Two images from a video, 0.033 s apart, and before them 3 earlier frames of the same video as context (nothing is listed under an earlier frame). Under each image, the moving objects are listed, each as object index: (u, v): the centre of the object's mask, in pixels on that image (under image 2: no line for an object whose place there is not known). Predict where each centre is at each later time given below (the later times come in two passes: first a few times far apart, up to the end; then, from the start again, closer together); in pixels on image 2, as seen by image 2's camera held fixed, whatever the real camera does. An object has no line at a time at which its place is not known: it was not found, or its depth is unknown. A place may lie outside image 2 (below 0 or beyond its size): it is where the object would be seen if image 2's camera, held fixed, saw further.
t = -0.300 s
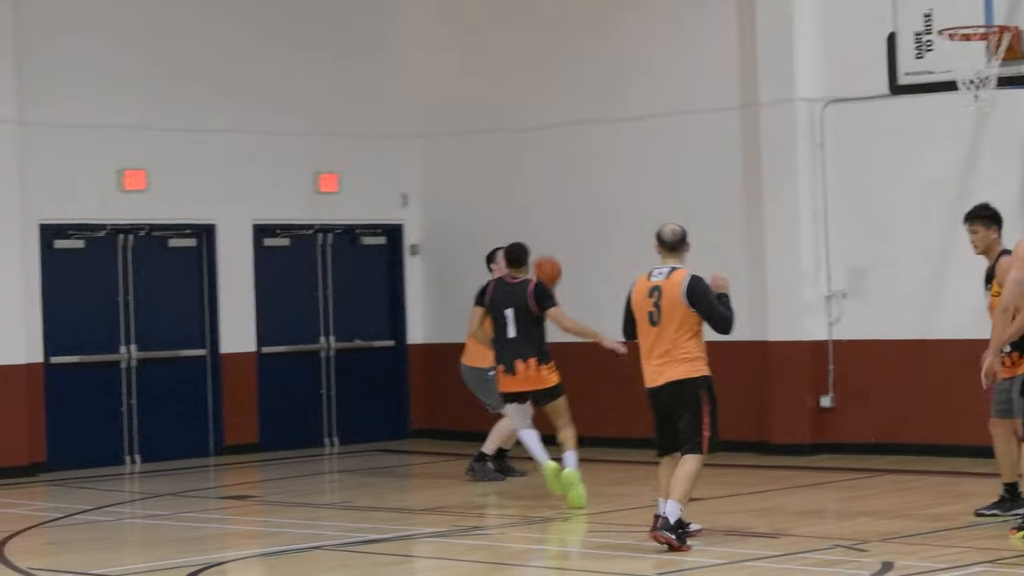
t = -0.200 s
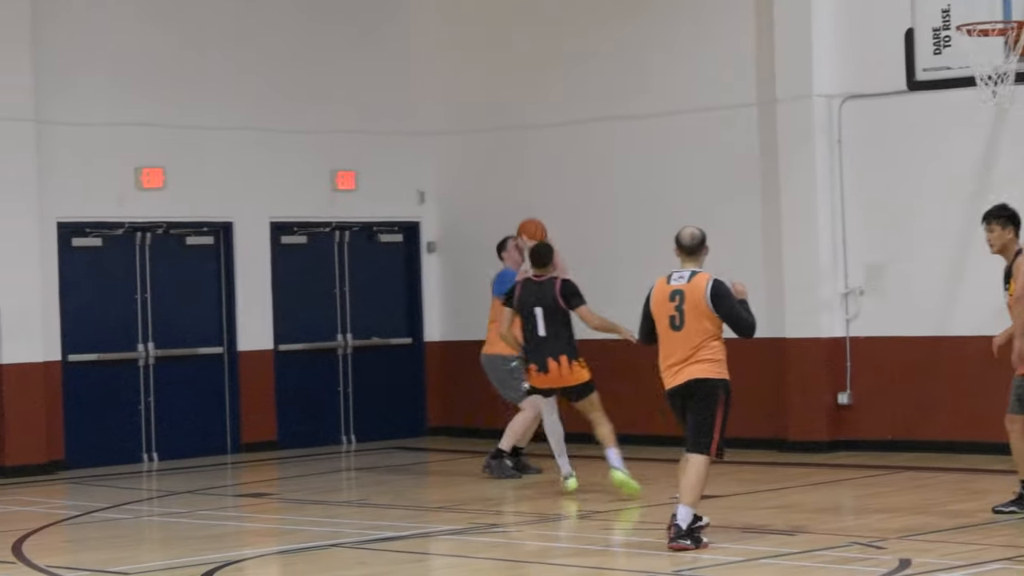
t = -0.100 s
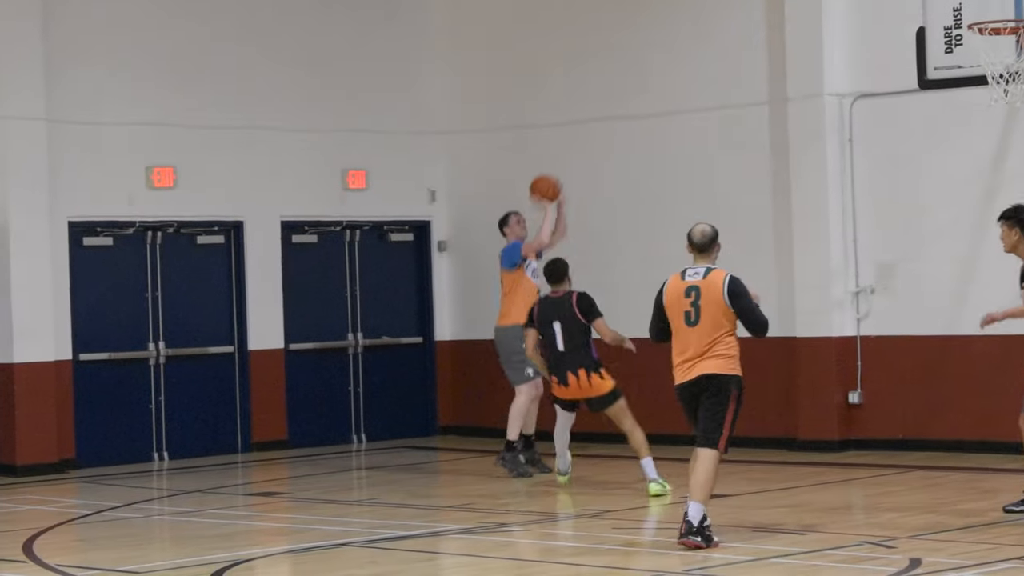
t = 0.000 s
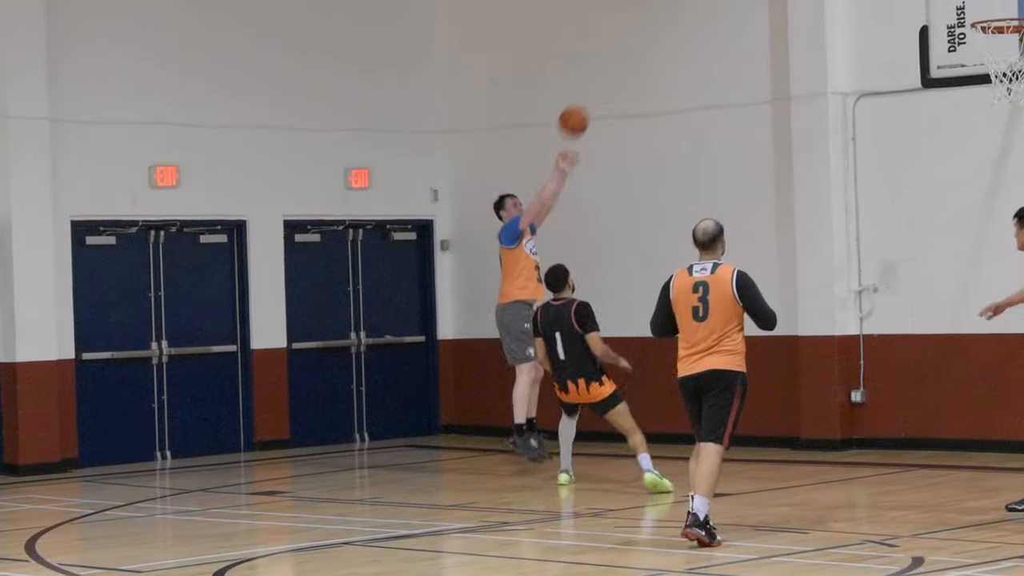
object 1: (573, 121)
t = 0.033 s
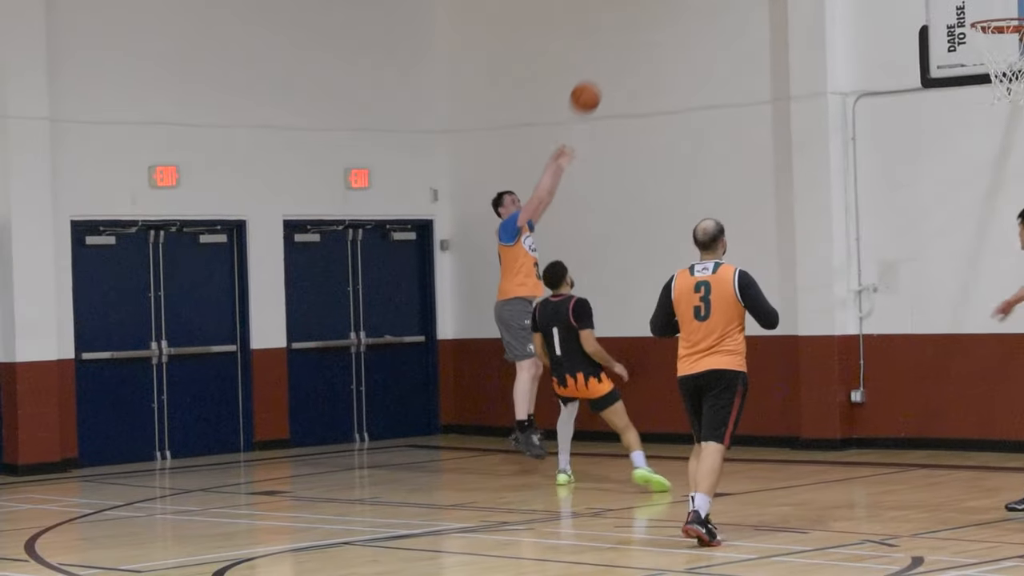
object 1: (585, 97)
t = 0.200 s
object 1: (647, 7)
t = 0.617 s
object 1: (817, -110)
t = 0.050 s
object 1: (591, 86)
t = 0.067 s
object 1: (597, 75)
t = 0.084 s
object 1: (603, 65)
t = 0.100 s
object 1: (609, 54)
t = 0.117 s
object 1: (615, 44)
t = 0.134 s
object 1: (622, 34)
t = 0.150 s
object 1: (628, 24)
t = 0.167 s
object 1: (635, 15)
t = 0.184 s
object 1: (641, 11)
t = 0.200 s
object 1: (647, 7)
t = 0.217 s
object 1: (654, 3)
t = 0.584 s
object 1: (804, -111)
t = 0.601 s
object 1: (810, -111)
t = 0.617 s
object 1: (817, -110)
